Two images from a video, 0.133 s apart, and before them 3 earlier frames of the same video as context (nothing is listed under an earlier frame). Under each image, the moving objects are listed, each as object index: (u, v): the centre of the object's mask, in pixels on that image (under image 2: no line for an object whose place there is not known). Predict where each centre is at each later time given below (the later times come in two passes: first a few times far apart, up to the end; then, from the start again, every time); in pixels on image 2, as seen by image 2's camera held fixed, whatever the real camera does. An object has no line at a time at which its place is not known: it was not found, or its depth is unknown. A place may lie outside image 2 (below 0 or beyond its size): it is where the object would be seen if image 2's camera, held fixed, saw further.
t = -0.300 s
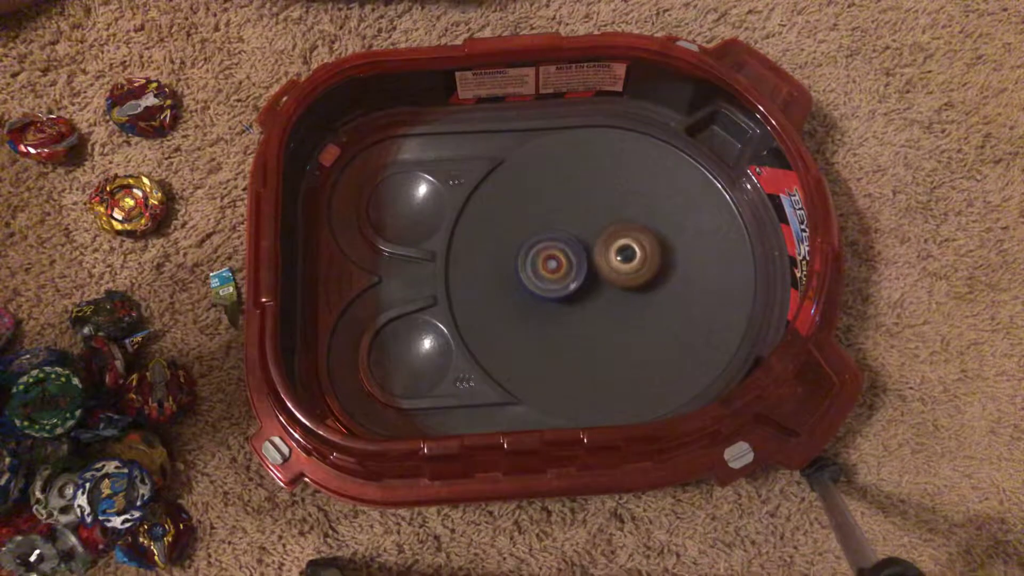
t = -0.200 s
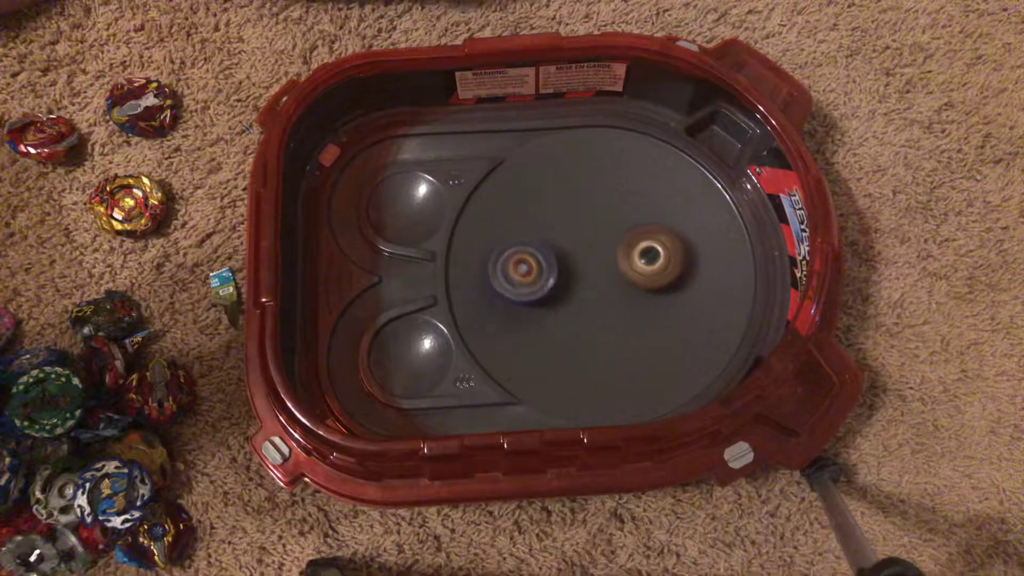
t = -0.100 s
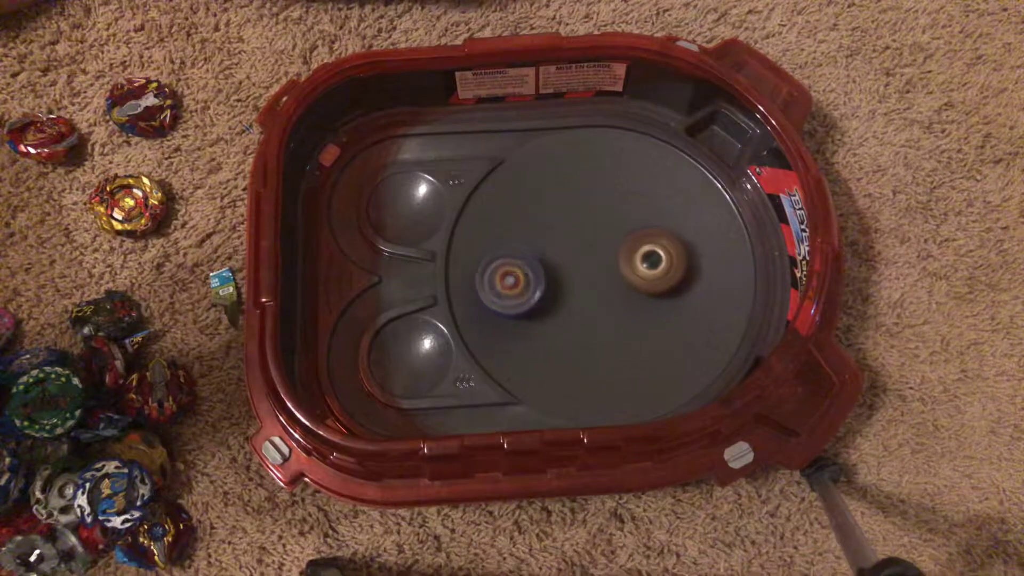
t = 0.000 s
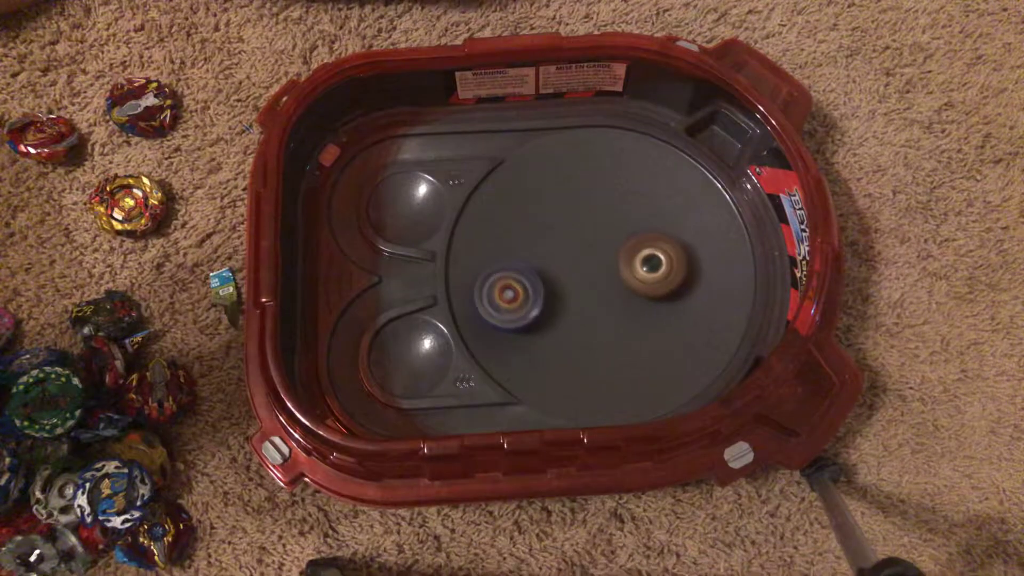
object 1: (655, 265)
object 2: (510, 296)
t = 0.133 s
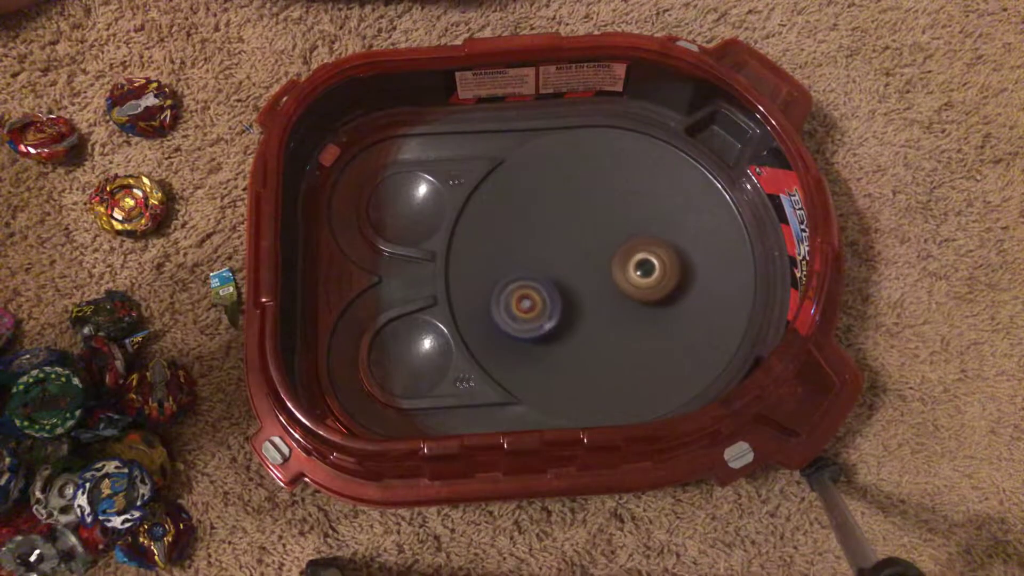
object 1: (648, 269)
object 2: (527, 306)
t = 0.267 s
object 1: (639, 272)
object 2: (555, 296)
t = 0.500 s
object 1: (638, 270)
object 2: (555, 271)
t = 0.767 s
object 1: (632, 264)
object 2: (546, 246)
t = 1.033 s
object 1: (625, 261)
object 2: (548, 239)
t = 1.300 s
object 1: (628, 270)
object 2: (526, 244)
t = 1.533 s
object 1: (620, 274)
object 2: (546, 256)
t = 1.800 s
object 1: (630, 287)
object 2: (540, 250)
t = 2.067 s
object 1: (628, 292)
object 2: (539, 253)
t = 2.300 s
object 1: (628, 294)
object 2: (547, 245)
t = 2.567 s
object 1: (626, 287)
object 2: (537, 240)
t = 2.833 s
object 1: (624, 279)
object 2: (550, 235)
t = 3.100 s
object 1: (623, 282)
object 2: (558, 226)
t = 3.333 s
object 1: (621, 283)
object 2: (549, 222)
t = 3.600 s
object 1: (630, 300)
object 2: (553, 221)
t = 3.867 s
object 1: (632, 305)
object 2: (539, 226)
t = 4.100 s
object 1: (626, 299)
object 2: (569, 245)
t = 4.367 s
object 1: (627, 304)
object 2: (569, 229)
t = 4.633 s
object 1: (617, 294)
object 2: (577, 228)
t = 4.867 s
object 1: (616, 302)
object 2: (557, 206)
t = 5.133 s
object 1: (605, 298)
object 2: (552, 224)
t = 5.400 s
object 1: (606, 309)
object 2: (567, 231)
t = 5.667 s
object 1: (602, 309)
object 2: (586, 235)
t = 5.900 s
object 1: (600, 308)
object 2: (596, 222)
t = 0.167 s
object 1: (647, 269)
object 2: (535, 306)
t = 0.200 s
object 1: (644, 271)
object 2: (541, 303)
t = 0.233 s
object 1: (642, 272)
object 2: (548, 299)
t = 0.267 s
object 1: (639, 272)
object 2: (555, 296)
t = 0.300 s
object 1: (636, 272)
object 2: (560, 291)
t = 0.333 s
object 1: (640, 270)
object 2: (559, 288)
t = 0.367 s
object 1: (642, 270)
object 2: (558, 285)
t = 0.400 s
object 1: (641, 271)
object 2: (557, 281)
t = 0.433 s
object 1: (641, 271)
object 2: (556, 277)
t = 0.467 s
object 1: (639, 271)
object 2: (555, 274)
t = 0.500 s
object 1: (638, 270)
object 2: (555, 271)
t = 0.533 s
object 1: (636, 270)
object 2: (554, 269)
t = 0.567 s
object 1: (635, 269)
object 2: (554, 265)
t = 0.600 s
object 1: (633, 268)
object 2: (554, 262)
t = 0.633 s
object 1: (631, 267)
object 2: (554, 259)
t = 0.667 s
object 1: (632, 266)
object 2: (552, 256)
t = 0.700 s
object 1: (633, 266)
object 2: (550, 252)
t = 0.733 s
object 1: (633, 265)
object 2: (547, 248)
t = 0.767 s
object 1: (632, 264)
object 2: (546, 246)
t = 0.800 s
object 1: (631, 264)
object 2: (545, 245)
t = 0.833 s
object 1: (630, 264)
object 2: (544, 243)
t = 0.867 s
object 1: (630, 264)
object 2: (544, 242)
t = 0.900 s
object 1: (629, 263)
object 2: (544, 241)
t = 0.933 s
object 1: (627, 263)
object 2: (544, 241)
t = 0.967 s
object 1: (626, 262)
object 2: (545, 240)
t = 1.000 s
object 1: (626, 262)
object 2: (546, 240)
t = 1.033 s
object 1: (625, 261)
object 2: (548, 239)
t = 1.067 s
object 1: (625, 262)
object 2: (548, 238)
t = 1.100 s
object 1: (627, 264)
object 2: (543, 237)
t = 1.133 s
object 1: (628, 265)
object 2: (538, 236)
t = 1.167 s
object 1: (629, 267)
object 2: (534, 237)
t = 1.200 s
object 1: (629, 267)
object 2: (531, 238)
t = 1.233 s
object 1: (629, 267)
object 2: (529, 239)
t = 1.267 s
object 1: (629, 269)
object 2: (527, 241)
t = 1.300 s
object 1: (628, 270)
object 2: (526, 244)
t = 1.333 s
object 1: (627, 271)
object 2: (526, 246)
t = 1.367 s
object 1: (627, 271)
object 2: (528, 250)
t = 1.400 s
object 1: (625, 272)
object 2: (530, 253)
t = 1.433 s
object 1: (623, 272)
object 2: (534, 255)
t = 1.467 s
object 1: (621, 273)
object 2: (538, 256)
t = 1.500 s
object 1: (619, 273)
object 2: (543, 257)
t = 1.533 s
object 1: (620, 274)
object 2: (546, 256)
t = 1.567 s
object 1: (621, 276)
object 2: (546, 256)
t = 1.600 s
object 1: (624, 278)
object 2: (546, 255)
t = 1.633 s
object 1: (624, 278)
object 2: (547, 255)
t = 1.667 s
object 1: (624, 280)
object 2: (548, 255)
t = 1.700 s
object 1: (624, 280)
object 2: (549, 255)
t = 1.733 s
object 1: (626, 282)
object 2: (547, 253)
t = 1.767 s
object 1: (629, 285)
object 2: (543, 251)
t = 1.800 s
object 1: (630, 287)
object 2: (540, 250)
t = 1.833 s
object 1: (630, 289)
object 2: (538, 249)
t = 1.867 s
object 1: (630, 289)
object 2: (536, 249)
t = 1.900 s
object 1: (630, 289)
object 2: (535, 249)
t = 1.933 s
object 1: (629, 291)
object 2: (534, 249)
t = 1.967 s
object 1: (629, 291)
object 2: (534, 250)
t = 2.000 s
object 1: (629, 291)
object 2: (534, 250)
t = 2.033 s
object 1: (628, 291)
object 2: (536, 252)
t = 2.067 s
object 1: (628, 292)
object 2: (539, 253)
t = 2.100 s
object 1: (627, 292)
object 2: (542, 253)
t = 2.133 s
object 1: (626, 290)
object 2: (545, 253)
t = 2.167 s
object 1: (625, 290)
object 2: (549, 253)
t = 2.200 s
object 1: (624, 290)
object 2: (554, 253)
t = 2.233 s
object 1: (626, 292)
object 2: (555, 251)
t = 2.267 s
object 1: (628, 293)
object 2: (550, 247)
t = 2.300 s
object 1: (628, 294)
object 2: (547, 245)
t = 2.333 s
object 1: (628, 293)
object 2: (543, 241)
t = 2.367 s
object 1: (628, 293)
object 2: (542, 241)
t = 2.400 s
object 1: (627, 291)
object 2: (539, 240)
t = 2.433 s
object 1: (627, 291)
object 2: (538, 239)
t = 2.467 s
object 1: (627, 290)
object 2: (537, 239)
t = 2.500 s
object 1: (626, 289)
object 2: (537, 239)
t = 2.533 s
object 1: (627, 289)
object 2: (537, 239)
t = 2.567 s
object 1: (626, 287)
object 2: (537, 240)
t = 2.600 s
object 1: (623, 285)
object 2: (539, 240)
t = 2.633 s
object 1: (621, 282)
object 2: (542, 242)
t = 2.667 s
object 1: (619, 281)
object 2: (546, 242)
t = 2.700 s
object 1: (618, 280)
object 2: (548, 242)
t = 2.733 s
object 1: (623, 281)
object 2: (550, 239)
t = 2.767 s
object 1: (623, 280)
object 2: (550, 238)
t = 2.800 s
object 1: (623, 280)
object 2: (550, 237)
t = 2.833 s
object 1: (624, 279)
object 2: (550, 235)
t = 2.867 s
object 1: (623, 278)
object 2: (550, 234)
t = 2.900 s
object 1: (623, 279)
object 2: (552, 233)
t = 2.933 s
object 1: (623, 278)
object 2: (554, 233)
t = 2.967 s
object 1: (622, 277)
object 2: (556, 232)
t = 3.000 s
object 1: (622, 278)
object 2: (557, 231)
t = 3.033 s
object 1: (622, 278)
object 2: (559, 230)
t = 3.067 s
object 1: (621, 279)
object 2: (560, 229)
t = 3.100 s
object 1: (623, 282)
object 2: (558, 226)
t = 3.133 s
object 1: (622, 283)
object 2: (555, 223)
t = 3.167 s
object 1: (622, 283)
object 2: (553, 220)
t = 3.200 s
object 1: (622, 283)
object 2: (552, 220)
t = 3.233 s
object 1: (622, 283)
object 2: (550, 220)
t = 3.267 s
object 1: (621, 283)
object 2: (549, 220)
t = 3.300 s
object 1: (622, 283)
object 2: (549, 221)
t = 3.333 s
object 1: (621, 283)
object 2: (549, 222)
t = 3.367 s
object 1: (621, 284)
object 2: (551, 225)
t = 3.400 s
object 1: (619, 283)
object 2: (554, 227)
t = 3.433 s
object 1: (618, 282)
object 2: (556, 229)
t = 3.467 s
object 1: (617, 282)
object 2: (560, 230)
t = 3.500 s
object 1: (619, 282)
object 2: (562, 231)
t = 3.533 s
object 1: (625, 286)
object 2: (562, 228)
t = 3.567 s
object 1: (629, 294)
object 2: (558, 223)
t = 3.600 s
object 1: (630, 300)
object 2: (553, 221)
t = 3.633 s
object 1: (631, 301)
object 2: (549, 220)
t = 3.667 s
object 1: (631, 302)
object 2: (546, 219)
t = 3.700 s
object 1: (631, 303)
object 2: (543, 219)
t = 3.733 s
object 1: (631, 303)
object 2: (541, 219)
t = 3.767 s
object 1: (631, 304)
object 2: (539, 220)
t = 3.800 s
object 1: (632, 304)
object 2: (538, 221)
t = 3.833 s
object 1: (632, 305)
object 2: (538, 224)
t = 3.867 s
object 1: (632, 305)
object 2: (539, 226)
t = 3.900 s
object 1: (632, 305)
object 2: (541, 229)
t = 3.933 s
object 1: (631, 305)
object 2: (545, 232)
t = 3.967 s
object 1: (630, 305)
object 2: (549, 235)
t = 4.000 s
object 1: (629, 304)
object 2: (553, 238)
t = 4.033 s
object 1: (628, 303)
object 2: (558, 242)
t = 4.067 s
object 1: (626, 301)
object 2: (564, 244)
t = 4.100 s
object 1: (626, 299)
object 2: (569, 245)
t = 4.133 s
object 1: (626, 299)
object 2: (574, 245)
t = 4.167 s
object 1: (629, 302)
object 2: (573, 243)
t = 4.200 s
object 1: (630, 306)
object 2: (573, 238)
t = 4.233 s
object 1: (630, 306)
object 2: (571, 236)
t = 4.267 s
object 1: (629, 307)
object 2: (571, 233)
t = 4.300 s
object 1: (630, 306)
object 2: (570, 231)
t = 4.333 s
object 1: (628, 305)
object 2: (570, 230)
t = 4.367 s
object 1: (627, 304)
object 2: (569, 229)
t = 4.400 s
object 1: (627, 302)
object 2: (570, 228)
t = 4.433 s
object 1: (625, 301)
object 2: (570, 225)
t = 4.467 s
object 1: (624, 300)
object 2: (570, 224)
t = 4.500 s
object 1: (623, 299)
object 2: (571, 224)
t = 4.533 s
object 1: (623, 298)
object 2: (572, 224)
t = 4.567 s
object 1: (621, 297)
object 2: (573, 225)
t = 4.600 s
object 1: (620, 296)
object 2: (575, 226)
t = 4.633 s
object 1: (617, 294)
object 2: (577, 228)
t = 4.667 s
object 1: (617, 294)
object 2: (579, 229)
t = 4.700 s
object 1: (619, 300)
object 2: (576, 223)
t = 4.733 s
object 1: (618, 302)
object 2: (572, 218)
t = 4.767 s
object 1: (617, 302)
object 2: (567, 214)
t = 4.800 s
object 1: (616, 301)
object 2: (564, 209)
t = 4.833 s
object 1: (616, 302)
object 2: (560, 207)
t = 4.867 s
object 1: (616, 302)
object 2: (557, 206)
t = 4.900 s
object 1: (615, 301)
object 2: (554, 206)
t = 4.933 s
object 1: (613, 301)
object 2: (552, 206)
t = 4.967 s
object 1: (612, 301)
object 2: (549, 207)
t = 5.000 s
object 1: (610, 300)
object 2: (548, 208)
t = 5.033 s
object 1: (609, 300)
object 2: (548, 212)
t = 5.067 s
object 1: (608, 299)
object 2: (548, 216)
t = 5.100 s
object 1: (606, 298)
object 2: (550, 220)
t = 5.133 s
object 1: (605, 298)
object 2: (552, 224)
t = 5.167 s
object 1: (605, 298)
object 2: (556, 229)
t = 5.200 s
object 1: (605, 296)
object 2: (558, 234)
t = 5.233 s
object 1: (606, 301)
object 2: (561, 232)
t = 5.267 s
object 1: (608, 305)
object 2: (562, 231)
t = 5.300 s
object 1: (608, 308)
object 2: (562, 231)
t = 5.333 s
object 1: (608, 308)
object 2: (564, 231)
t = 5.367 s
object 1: (607, 308)
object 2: (565, 231)
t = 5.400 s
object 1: (606, 309)
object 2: (567, 231)
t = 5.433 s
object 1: (606, 309)
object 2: (569, 233)
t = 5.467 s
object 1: (606, 308)
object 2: (572, 233)
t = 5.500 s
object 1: (604, 308)
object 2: (574, 234)
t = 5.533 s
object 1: (604, 308)
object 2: (577, 236)
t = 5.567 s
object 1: (604, 307)
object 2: (579, 236)
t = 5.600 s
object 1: (603, 309)
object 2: (582, 235)
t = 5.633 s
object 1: (603, 308)
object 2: (584, 235)
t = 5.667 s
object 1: (602, 309)
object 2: (586, 235)
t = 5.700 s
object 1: (602, 309)
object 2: (588, 235)
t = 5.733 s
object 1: (603, 308)
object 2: (590, 235)
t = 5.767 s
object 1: (602, 308)
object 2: (593, 234)
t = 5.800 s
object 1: (601, 308)
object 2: (594, 231)
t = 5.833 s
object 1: (599, 309)
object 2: (595, 230)
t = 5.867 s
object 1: (599, 309)
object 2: (595, 224)
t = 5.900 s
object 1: (600, 308)
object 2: (596, 222)
